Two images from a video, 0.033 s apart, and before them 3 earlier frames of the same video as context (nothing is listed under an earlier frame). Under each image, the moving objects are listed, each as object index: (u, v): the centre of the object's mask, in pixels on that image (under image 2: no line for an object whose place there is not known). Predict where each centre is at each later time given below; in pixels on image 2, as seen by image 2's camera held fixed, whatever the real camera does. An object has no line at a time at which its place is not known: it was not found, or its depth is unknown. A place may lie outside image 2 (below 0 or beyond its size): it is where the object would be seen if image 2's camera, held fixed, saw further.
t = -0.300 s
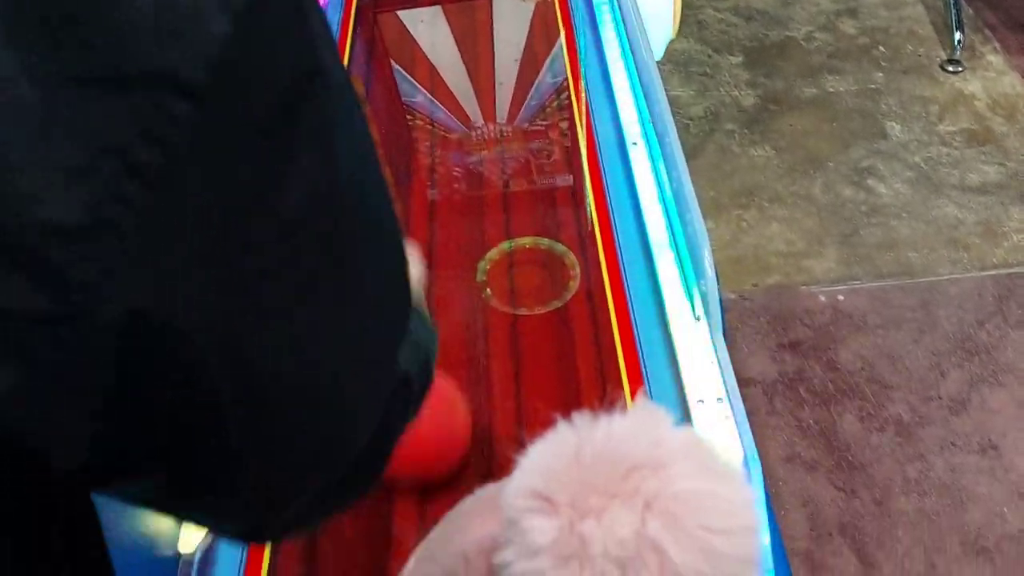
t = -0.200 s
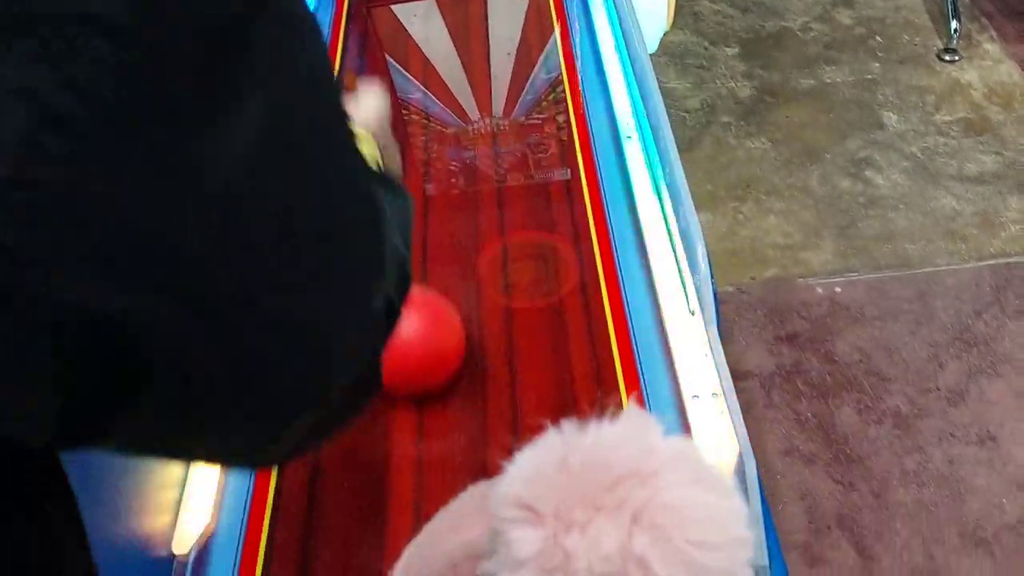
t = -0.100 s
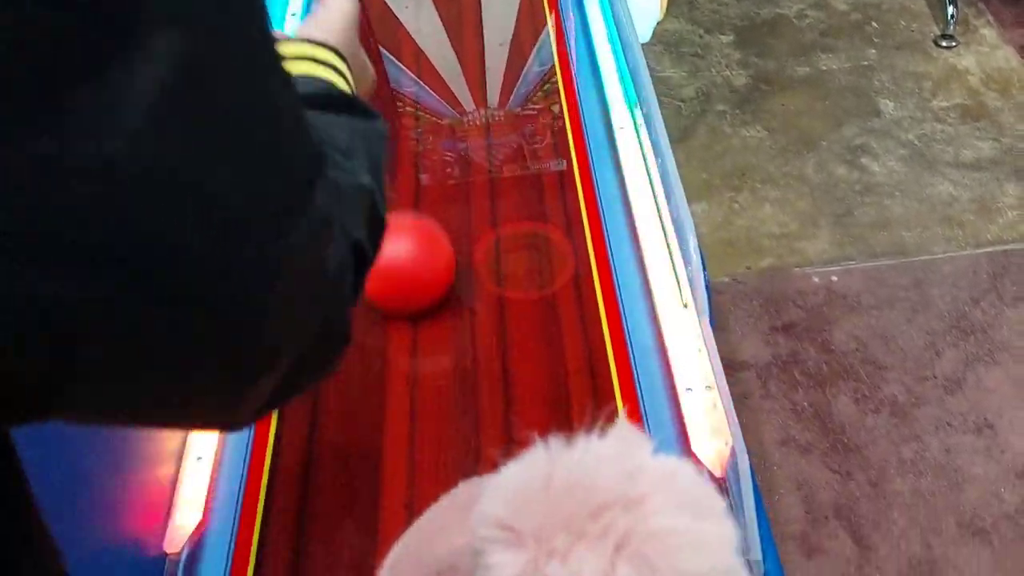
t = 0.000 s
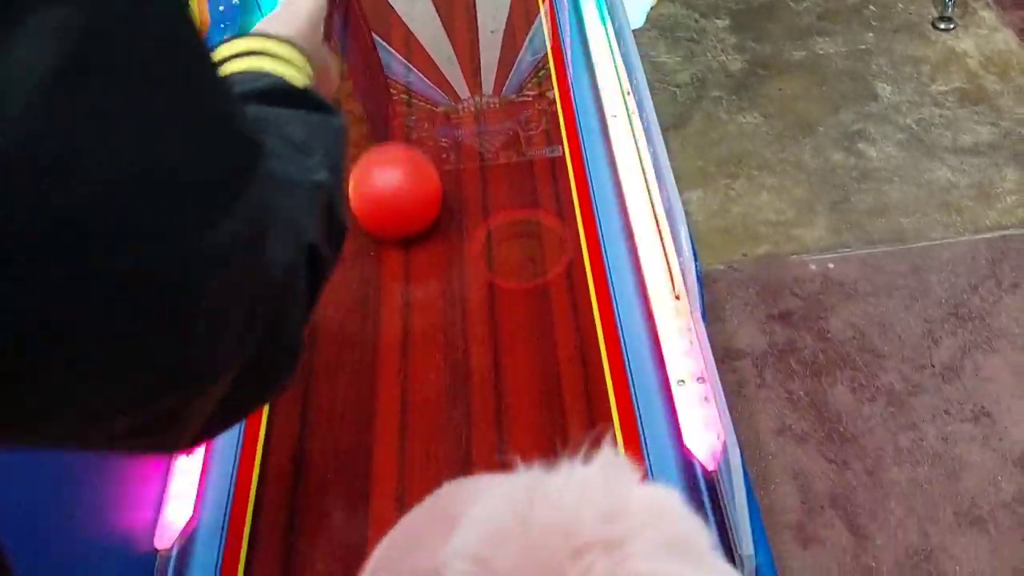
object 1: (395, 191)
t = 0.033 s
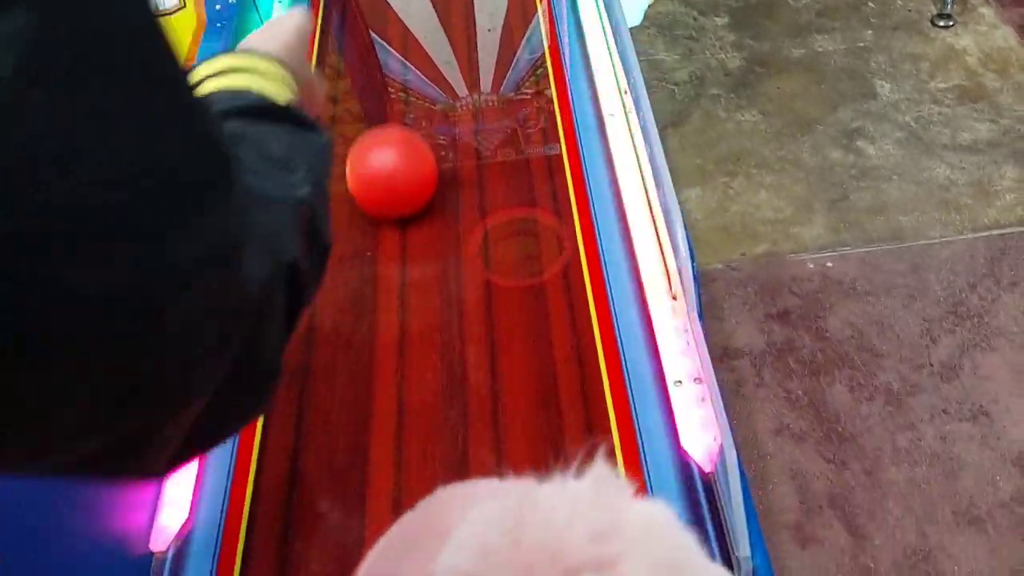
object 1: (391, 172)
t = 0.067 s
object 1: (390, 155)
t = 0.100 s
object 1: (390, 138)
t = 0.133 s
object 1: (390, 121)
